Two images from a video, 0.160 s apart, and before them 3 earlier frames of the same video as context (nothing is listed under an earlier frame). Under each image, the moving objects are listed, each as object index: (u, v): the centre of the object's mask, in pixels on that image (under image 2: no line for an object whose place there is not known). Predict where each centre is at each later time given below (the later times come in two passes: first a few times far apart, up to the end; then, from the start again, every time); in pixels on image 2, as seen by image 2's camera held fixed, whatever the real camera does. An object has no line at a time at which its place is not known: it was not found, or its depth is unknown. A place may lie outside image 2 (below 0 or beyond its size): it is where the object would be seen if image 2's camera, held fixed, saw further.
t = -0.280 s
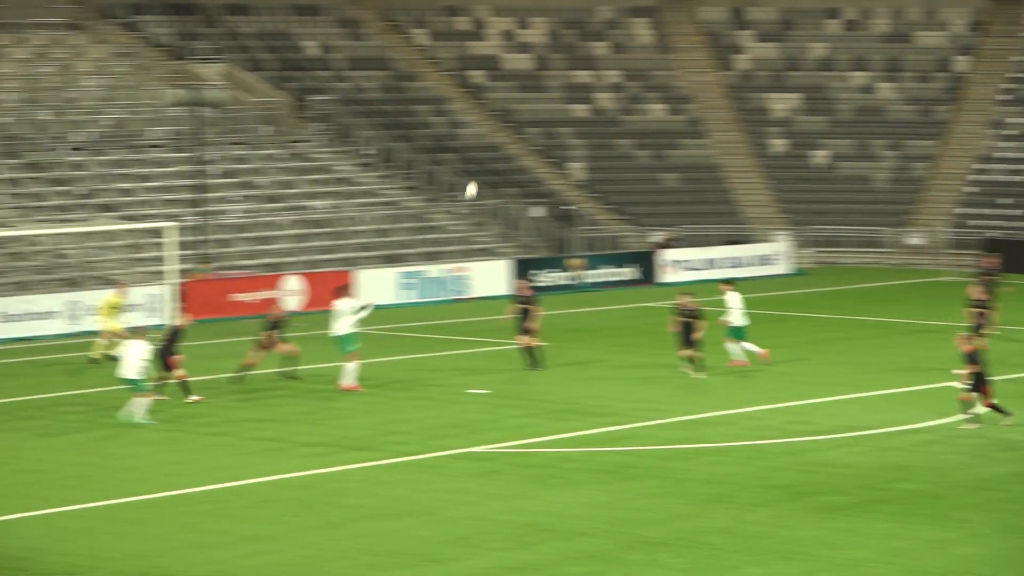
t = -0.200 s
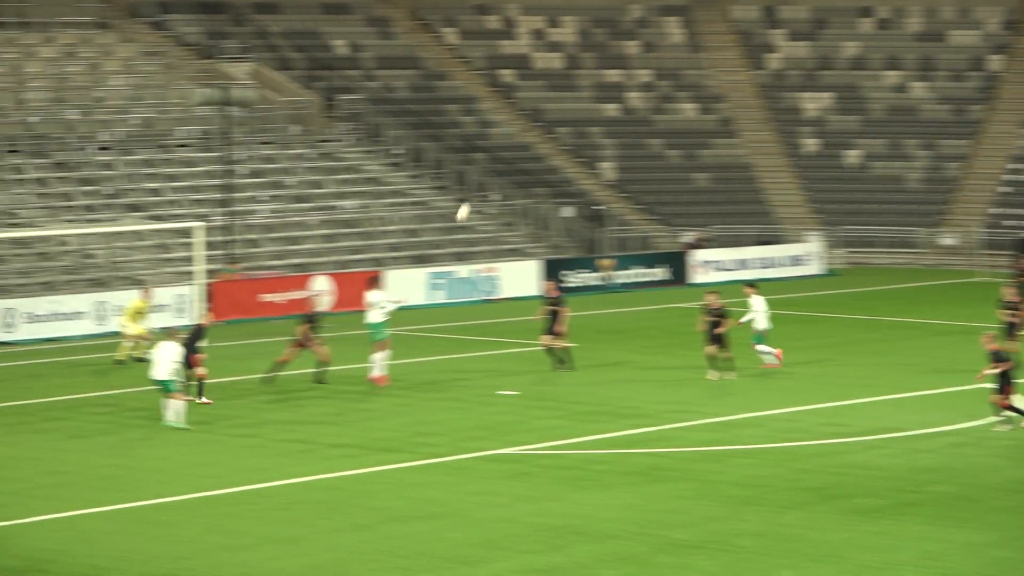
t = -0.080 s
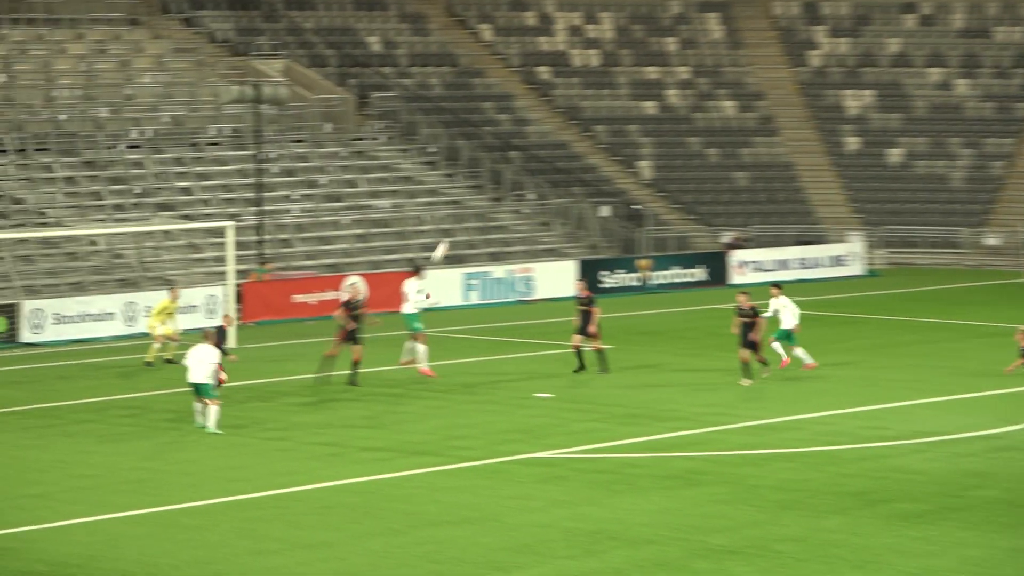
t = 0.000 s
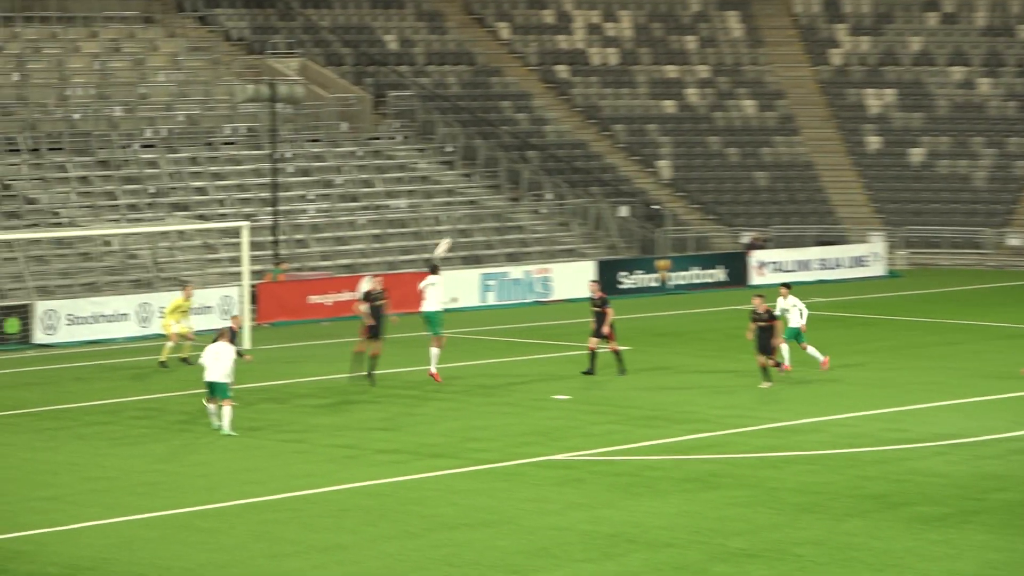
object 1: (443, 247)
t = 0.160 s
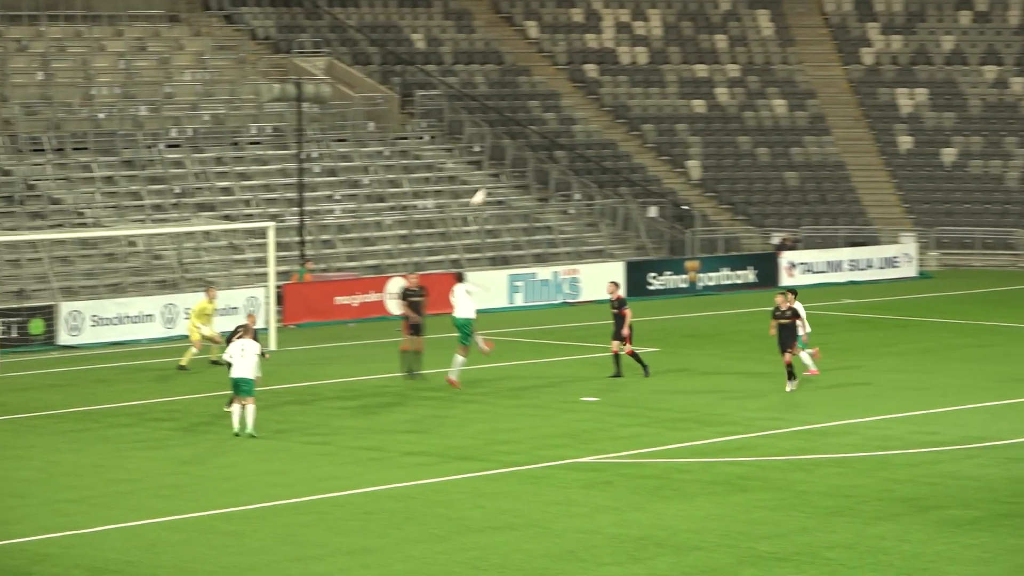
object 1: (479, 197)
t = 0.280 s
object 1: (484, 168)
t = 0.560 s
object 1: (491, 134)
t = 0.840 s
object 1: (491, 137)
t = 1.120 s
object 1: (486, 173)
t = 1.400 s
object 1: (476, 237)
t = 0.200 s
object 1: (481, 187)
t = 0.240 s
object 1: (483, 177)
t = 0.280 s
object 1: (484, 168)
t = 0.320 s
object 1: (486, 162)
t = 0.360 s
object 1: (487, 154)
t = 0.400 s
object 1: (488, 149)
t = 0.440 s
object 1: (489, 144)
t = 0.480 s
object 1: (490, 140)
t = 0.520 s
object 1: (491, 136)
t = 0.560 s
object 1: (491, 134)
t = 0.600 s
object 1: (492, 132)
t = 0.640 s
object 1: (492, 131)
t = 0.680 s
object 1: (492, 131)
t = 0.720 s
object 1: (492, 131)
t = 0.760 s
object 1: (492, 133)
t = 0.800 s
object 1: (492, 134)
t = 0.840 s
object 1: (491, 137)
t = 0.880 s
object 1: (491, 140)
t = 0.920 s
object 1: (491, 144)
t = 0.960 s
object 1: (490, 149)
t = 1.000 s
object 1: (489, 154)
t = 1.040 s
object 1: (488, 159)
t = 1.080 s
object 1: (487, 166)
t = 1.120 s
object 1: (486, 173)
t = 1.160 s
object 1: (485, 180)
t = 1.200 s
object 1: (484, 189)
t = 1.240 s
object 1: (483, 197)
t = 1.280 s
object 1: (482, 207)
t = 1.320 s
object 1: (480, 217)
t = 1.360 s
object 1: (478, 228)
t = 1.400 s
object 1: (476, 237)
